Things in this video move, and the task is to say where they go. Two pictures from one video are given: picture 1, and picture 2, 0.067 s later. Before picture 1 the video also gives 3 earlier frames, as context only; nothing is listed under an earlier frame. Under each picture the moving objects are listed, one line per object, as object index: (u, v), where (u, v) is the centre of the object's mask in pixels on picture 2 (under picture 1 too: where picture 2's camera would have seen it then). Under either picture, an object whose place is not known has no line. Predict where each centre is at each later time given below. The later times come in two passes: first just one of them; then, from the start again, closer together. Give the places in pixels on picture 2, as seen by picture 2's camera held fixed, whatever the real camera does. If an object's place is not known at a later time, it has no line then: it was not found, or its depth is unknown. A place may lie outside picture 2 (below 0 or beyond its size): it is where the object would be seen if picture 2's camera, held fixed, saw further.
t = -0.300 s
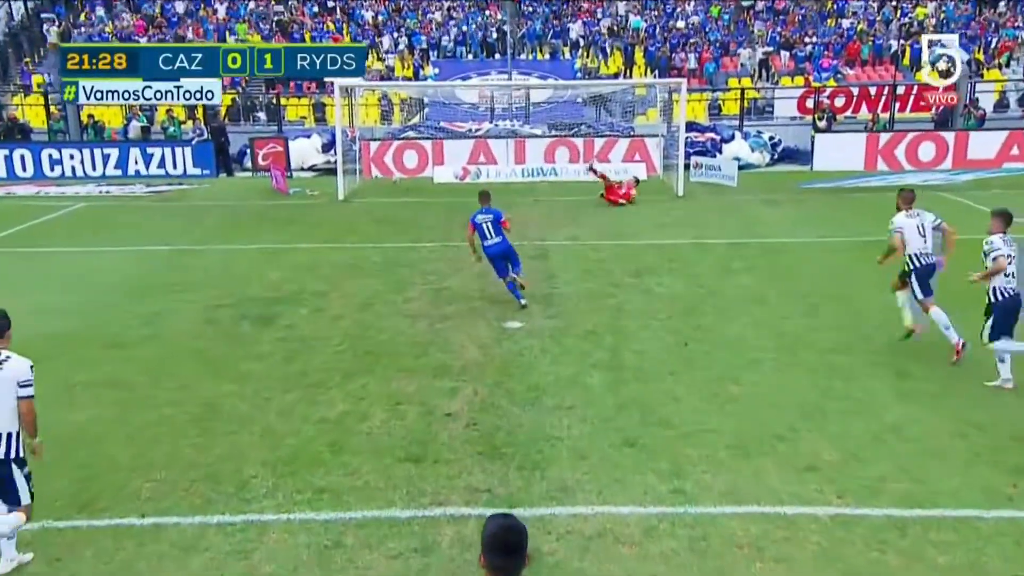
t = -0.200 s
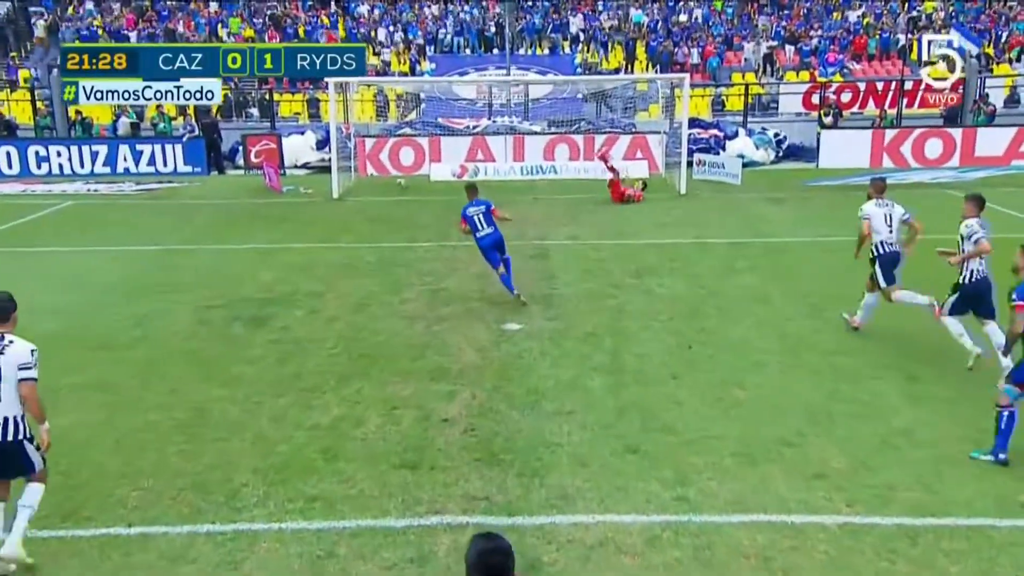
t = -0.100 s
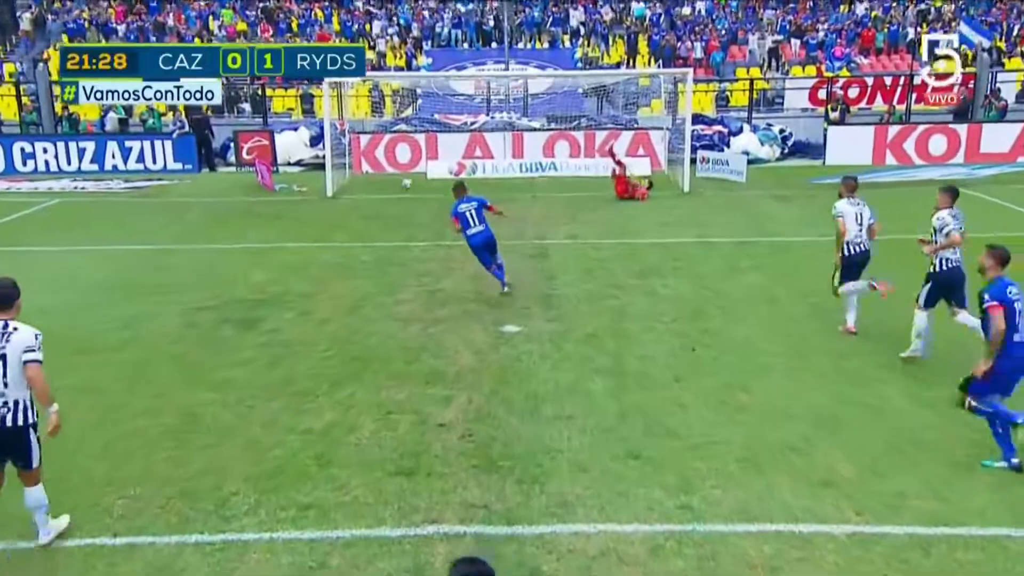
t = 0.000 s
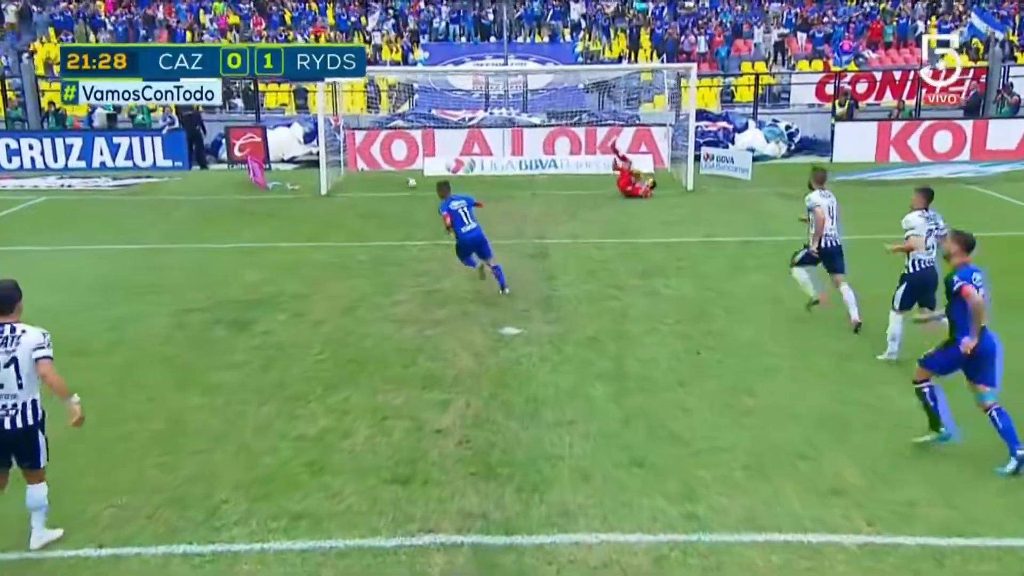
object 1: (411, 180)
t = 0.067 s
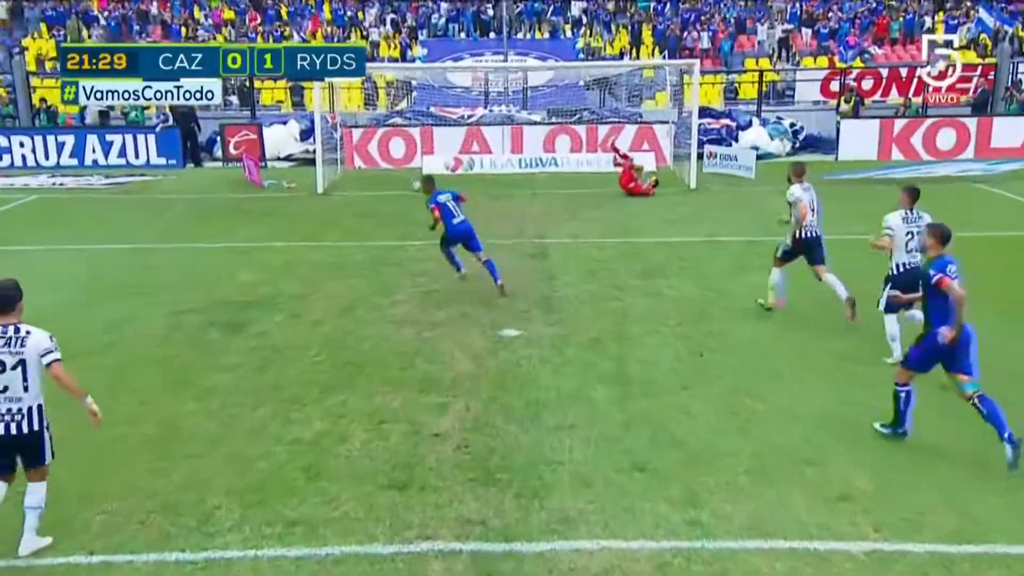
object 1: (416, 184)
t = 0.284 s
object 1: (434, 190)
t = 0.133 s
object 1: (424, 184)
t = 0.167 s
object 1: (424, 185)
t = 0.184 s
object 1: (428, 187)
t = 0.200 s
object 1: (429, 188)
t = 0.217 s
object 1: (428, 188)
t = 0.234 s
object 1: (429, 189)
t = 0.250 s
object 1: (432, 189)
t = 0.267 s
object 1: (433, 189)
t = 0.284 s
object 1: (434, 190)
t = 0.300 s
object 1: (434, 189)
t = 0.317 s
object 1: (437, 190)
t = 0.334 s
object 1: (439, 191)
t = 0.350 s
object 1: (440, 192)
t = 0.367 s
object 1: (441, 192)
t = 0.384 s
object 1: (442, 194)
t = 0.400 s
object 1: (444, 195)
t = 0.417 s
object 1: (444, 195)
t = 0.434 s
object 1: (446, 196)
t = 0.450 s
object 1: (448, 198)
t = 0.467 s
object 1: (448, 196)
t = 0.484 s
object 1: (449, 198)
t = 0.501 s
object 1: (452, 199)
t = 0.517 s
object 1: (453, 200)
